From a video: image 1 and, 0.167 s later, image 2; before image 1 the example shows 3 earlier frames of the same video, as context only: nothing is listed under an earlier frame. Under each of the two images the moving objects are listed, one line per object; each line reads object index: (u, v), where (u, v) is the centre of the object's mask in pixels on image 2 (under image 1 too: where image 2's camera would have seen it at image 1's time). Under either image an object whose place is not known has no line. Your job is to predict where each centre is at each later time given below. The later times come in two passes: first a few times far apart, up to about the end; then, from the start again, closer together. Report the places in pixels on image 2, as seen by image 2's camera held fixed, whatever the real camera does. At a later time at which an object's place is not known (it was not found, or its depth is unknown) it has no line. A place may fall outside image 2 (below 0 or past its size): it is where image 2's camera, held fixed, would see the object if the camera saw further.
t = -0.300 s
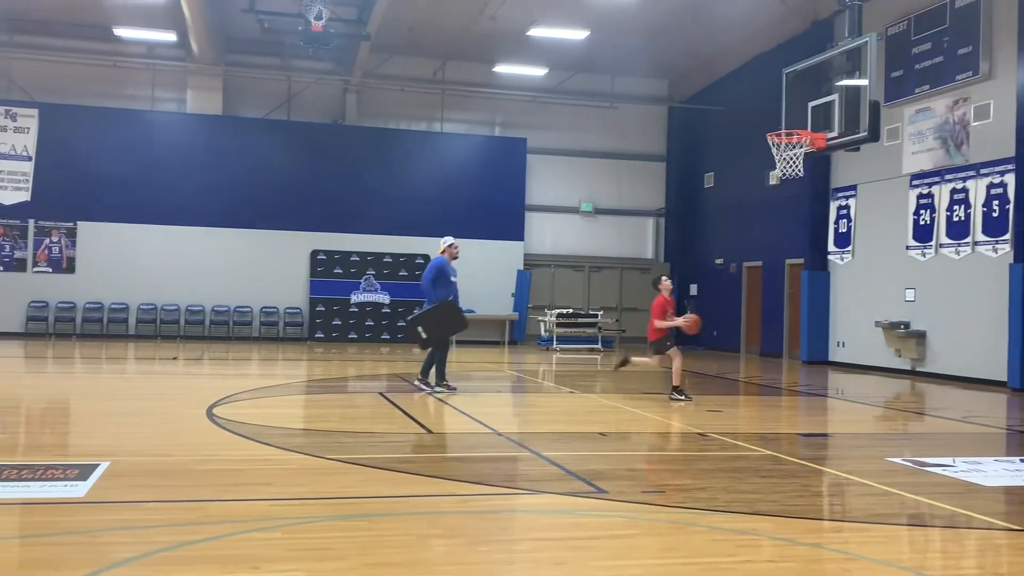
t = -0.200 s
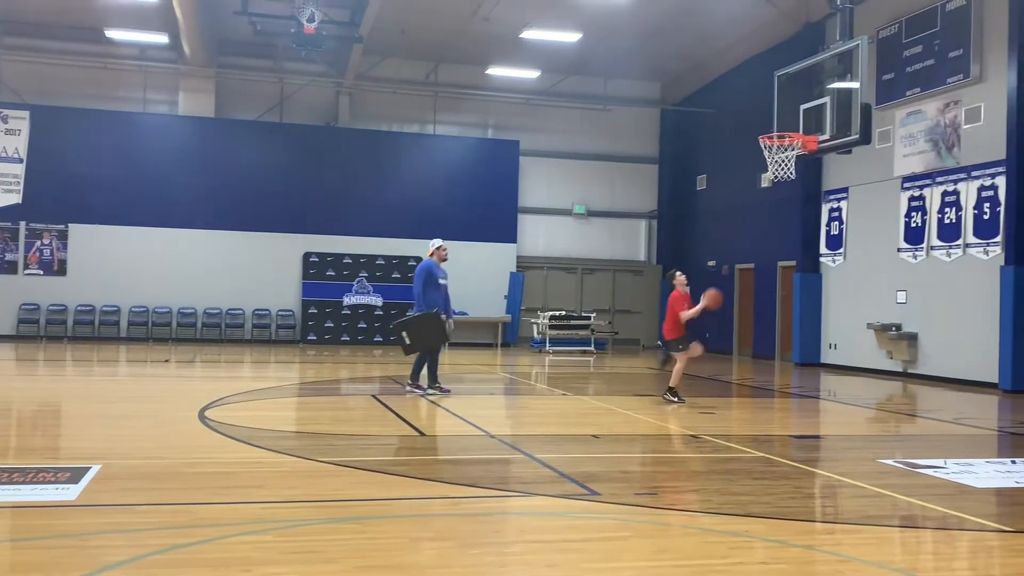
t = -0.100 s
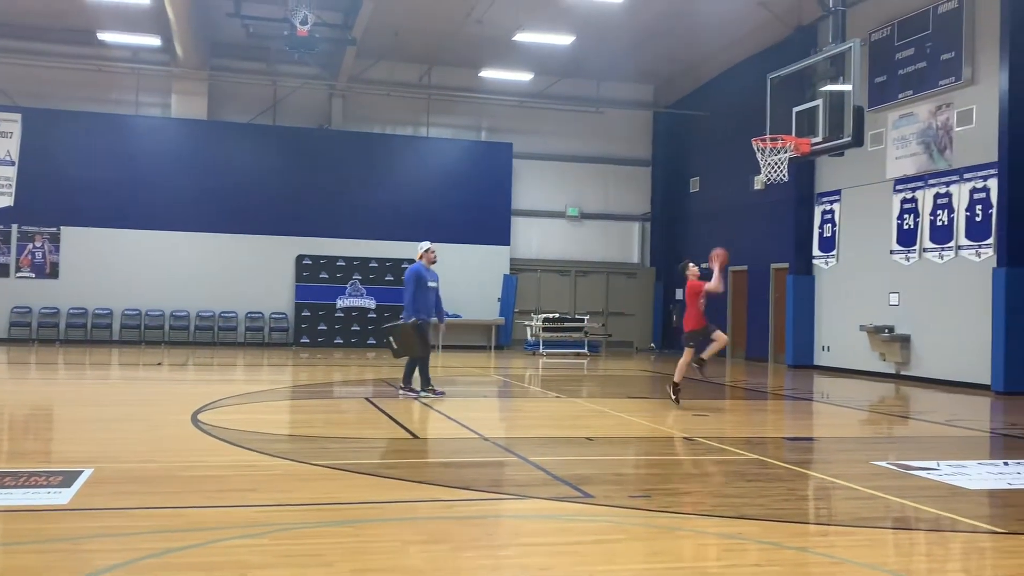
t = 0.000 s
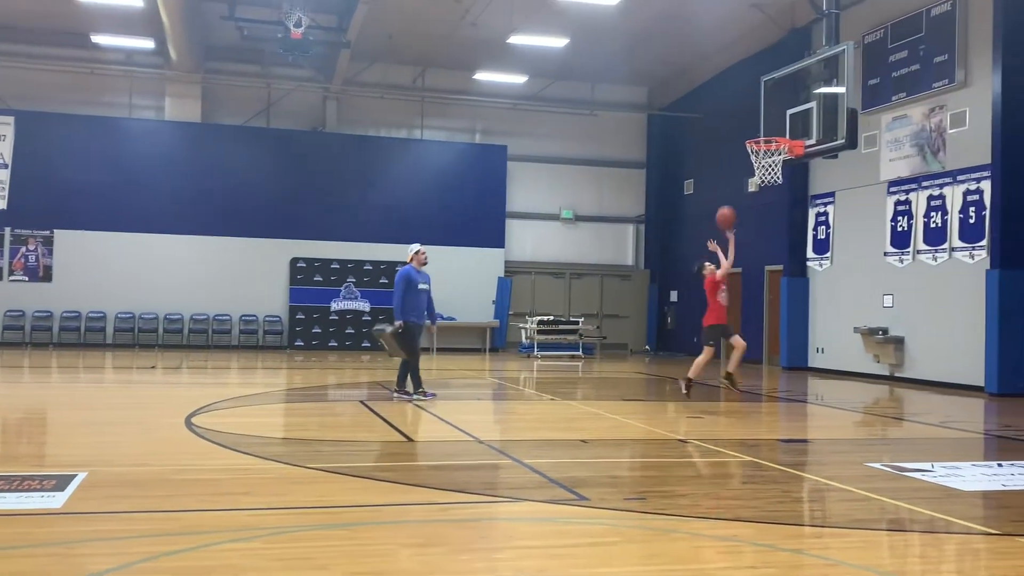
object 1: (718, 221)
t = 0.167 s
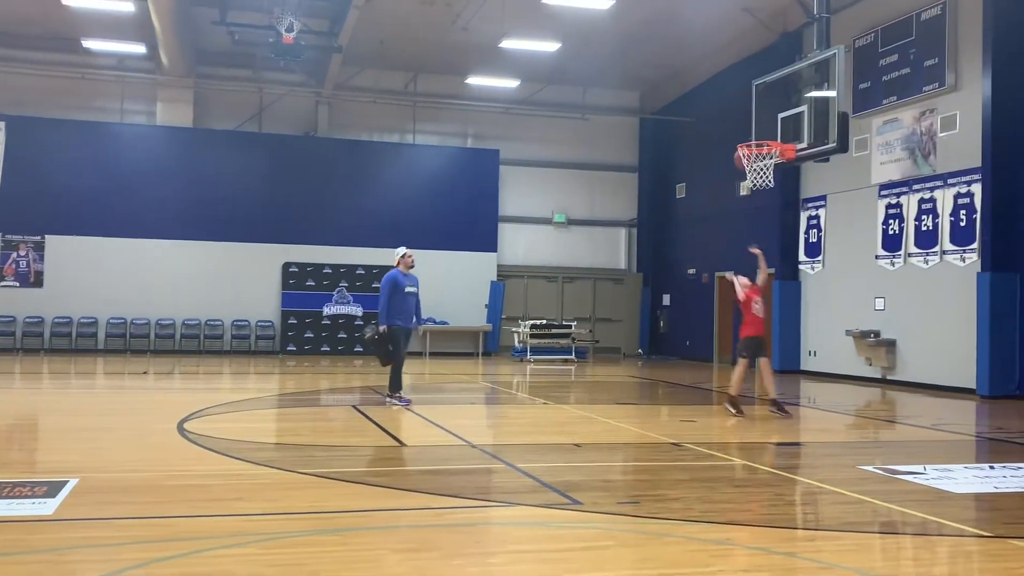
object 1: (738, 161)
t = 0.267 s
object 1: (760, 130)
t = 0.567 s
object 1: (755, 124)
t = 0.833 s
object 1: (770, 177)
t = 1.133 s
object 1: (790, 266)
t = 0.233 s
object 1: (755, 135)
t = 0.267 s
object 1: (760, 130)
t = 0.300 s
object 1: (766, 123)
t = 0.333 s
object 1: (767, 120)
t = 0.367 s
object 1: (765, 118)
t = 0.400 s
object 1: (764, 116)
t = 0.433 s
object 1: (762, 116)
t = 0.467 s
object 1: (760, 117)
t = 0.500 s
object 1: (758, 118)
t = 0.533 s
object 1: (757, 121)
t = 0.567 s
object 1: (755, 124)
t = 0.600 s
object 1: (753, 129)
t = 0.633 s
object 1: (751, 133)
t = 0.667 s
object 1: (749, 137)
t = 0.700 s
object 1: (754, 144)
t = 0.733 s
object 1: (757, 153)
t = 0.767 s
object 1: (760, 159)
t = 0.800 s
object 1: (762, 162)
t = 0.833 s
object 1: (770, 177)
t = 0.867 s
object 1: (774, 183)
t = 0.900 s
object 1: (775, 187)
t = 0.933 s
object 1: (777, 196)
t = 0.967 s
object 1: (779, 205)
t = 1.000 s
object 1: (781, 215)
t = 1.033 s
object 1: (783, 226)
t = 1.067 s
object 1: (786, 239)
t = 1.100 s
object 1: (788, 251)
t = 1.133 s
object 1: (790, 266)
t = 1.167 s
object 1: (792, 281)
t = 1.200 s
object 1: (795, 297)
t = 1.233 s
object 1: (797, 313)
